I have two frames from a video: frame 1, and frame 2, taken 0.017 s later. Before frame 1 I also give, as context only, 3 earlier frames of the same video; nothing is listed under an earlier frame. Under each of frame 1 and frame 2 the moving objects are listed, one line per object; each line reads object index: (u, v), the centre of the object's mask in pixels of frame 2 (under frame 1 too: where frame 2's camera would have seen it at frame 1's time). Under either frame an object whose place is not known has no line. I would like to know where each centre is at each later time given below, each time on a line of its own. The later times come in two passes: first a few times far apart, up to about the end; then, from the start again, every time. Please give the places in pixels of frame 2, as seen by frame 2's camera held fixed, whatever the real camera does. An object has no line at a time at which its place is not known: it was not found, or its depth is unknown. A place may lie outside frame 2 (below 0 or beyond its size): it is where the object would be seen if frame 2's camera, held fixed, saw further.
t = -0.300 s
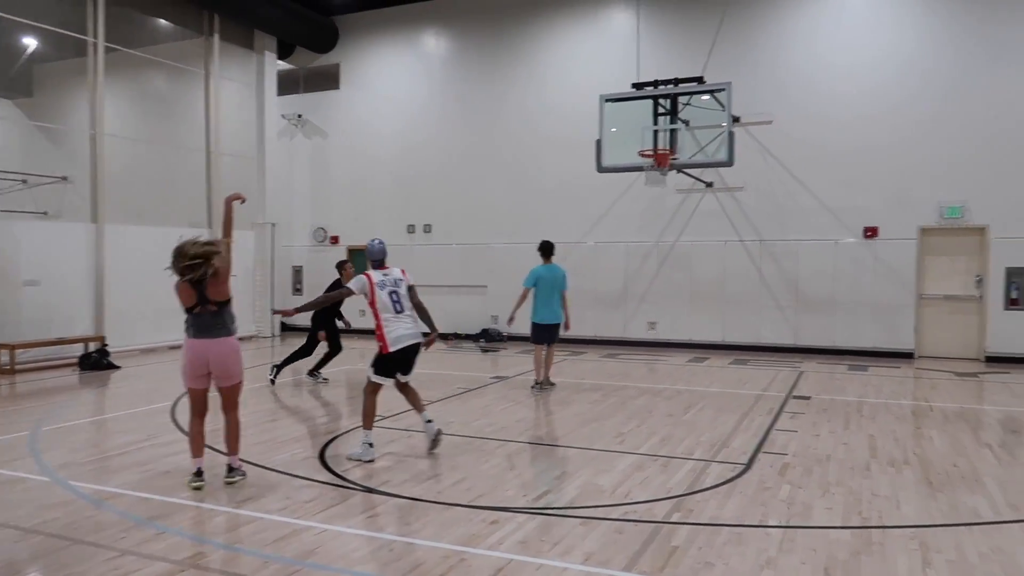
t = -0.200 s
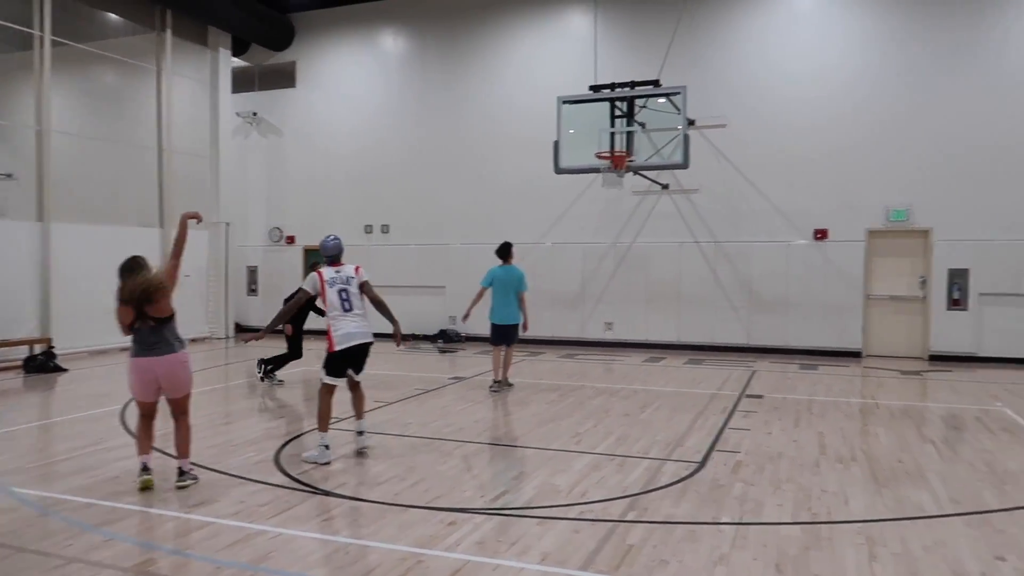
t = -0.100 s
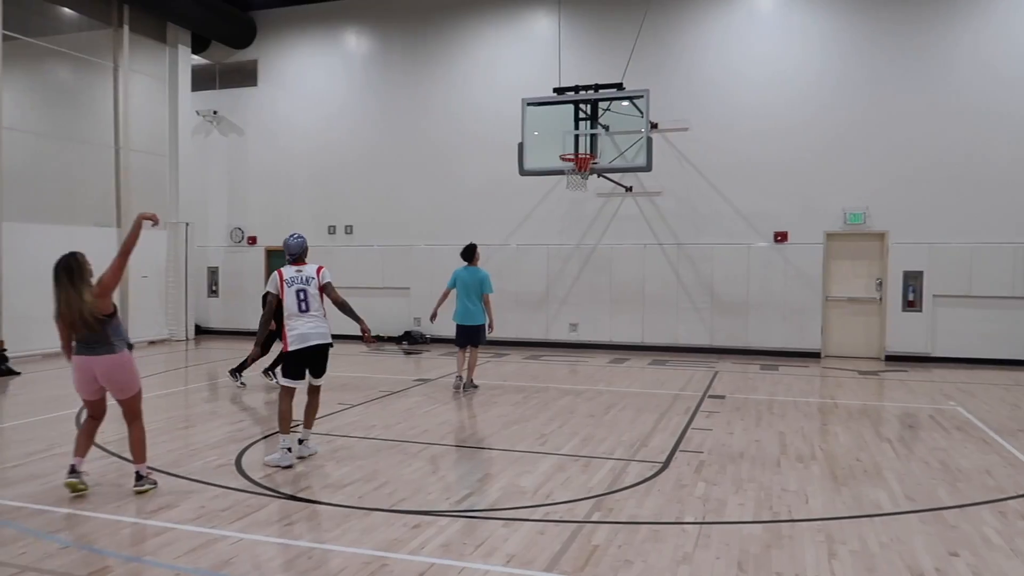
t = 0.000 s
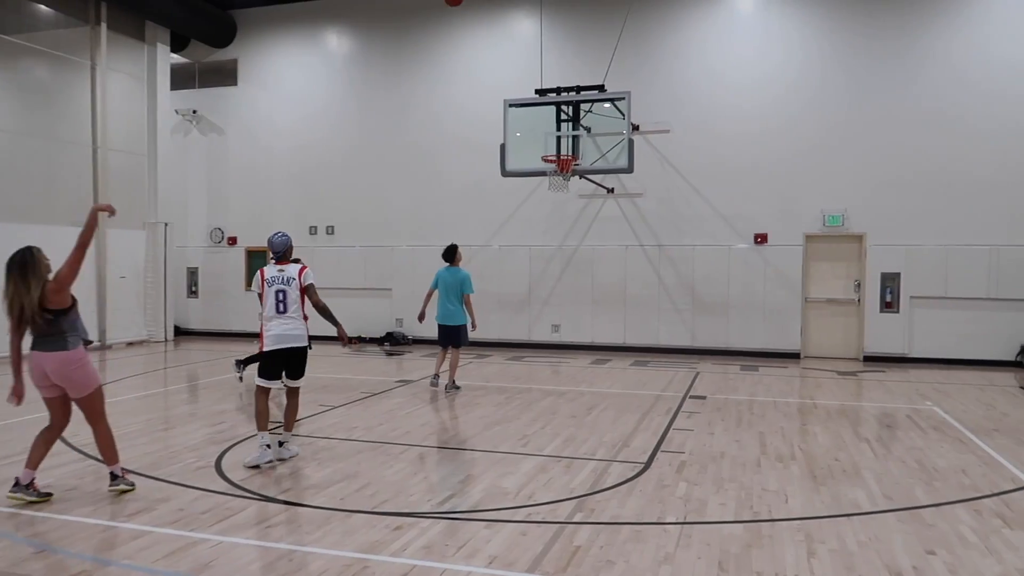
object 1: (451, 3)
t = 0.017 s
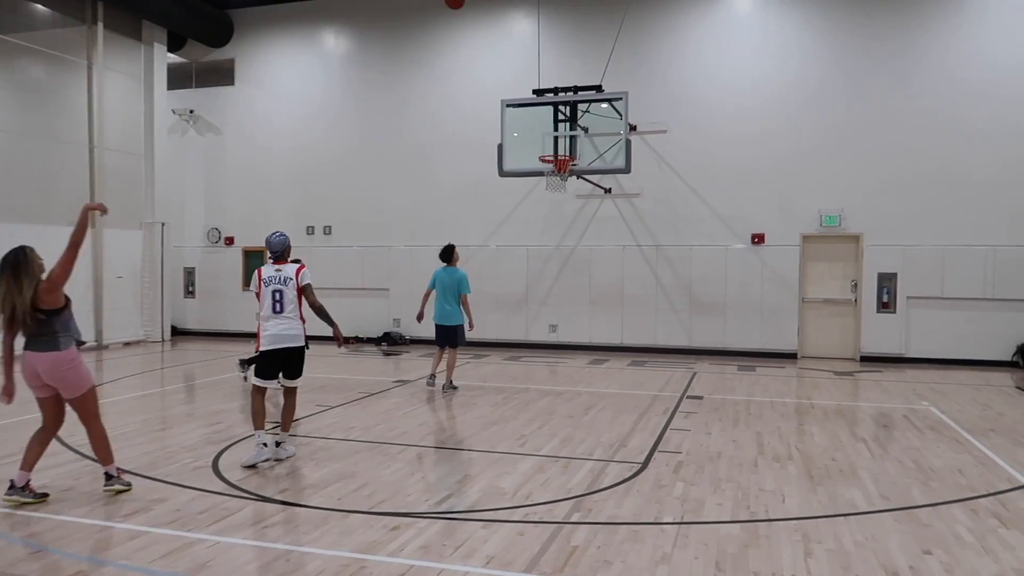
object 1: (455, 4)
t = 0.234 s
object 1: (499, 55)
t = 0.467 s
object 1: (538, 141)
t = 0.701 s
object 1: (574, 135)
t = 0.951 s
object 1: (597, 140)
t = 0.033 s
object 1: (459, 6)
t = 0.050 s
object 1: (462, 7)
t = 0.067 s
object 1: (466, 9)
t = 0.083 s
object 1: (470, 13)
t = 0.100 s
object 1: (473, 16)
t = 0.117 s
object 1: (477, 21)
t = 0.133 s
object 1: (480, 25)
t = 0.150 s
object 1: (484, 30)
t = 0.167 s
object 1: (487, 34)
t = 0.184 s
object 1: (490, 39)
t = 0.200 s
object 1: (493, 44)
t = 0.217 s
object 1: (496, 49)
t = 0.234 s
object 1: (499, 55)
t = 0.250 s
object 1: (503, 60)
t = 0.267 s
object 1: (506, 65)
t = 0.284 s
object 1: (508, 71)
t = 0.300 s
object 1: (511, 77)
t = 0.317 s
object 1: (514, 83)
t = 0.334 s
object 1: (517, 89)
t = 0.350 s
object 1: (519, 95)
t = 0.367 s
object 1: (522, 101)
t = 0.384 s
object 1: (525, 107)
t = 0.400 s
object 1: (528, 114)
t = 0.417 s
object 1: (530, 120)
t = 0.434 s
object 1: (533, 127)
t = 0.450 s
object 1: (535, 134)
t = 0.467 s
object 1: (538, 141)
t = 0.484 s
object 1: (540, 147)
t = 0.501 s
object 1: (542, 151)
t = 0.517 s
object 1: (545, 149)
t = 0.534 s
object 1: (549, 148)
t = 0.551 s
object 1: (553, 147)
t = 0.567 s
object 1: (556, 146)
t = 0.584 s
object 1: (560, 145)
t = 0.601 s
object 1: (562, 144)
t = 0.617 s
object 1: (567, 144)
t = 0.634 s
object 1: (568, 142)
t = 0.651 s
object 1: (570, 140)
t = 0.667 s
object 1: (571, 139)
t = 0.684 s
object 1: (573, 137)
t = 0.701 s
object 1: (574, 135)
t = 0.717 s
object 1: (576, 134)
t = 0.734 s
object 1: (577, 134)
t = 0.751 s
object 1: (579, 133)
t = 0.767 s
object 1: (580, 133)
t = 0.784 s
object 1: (581, 132)
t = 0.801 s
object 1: (583, 132)
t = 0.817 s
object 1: (585, 132)
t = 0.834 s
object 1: (586, 132)
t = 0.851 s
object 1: (588, 133)
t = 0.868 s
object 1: (589, 133)
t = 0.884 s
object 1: (591, 134)
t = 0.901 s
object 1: (592, 136)
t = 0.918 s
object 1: (594, 137)
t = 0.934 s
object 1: (596, 138)
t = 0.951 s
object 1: (597, 140)
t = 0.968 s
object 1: (599, 142)
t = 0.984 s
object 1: (600, 144)
